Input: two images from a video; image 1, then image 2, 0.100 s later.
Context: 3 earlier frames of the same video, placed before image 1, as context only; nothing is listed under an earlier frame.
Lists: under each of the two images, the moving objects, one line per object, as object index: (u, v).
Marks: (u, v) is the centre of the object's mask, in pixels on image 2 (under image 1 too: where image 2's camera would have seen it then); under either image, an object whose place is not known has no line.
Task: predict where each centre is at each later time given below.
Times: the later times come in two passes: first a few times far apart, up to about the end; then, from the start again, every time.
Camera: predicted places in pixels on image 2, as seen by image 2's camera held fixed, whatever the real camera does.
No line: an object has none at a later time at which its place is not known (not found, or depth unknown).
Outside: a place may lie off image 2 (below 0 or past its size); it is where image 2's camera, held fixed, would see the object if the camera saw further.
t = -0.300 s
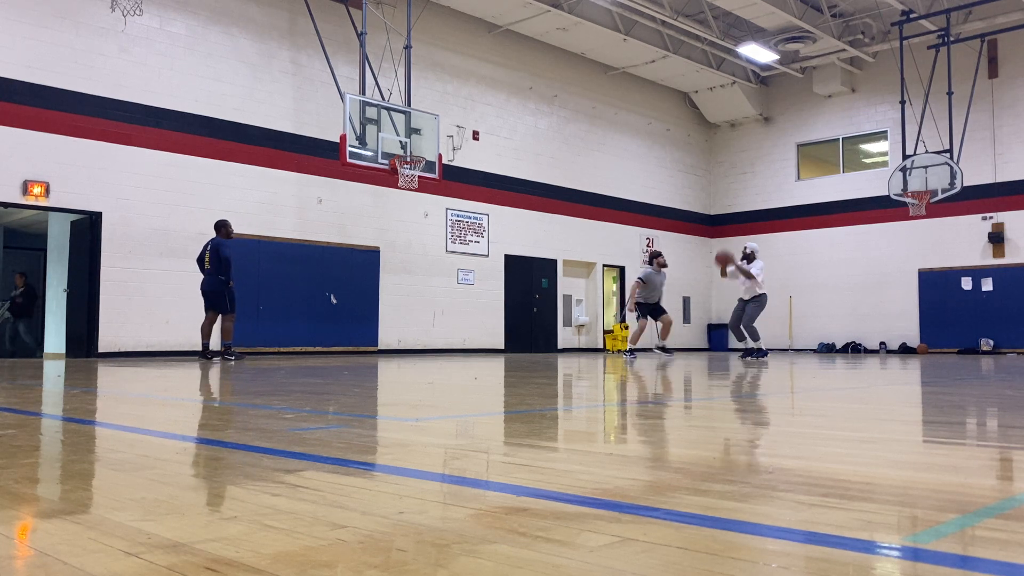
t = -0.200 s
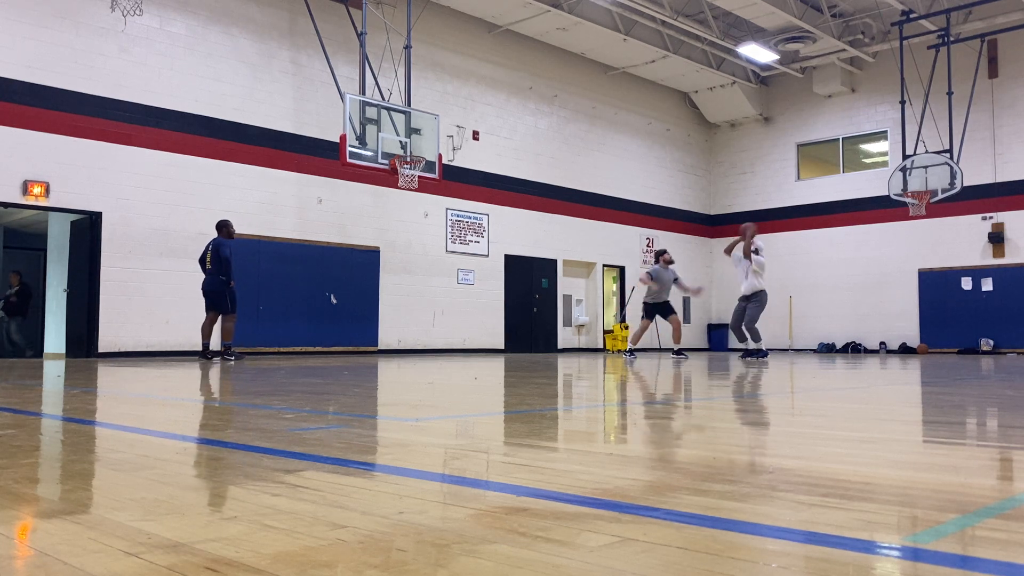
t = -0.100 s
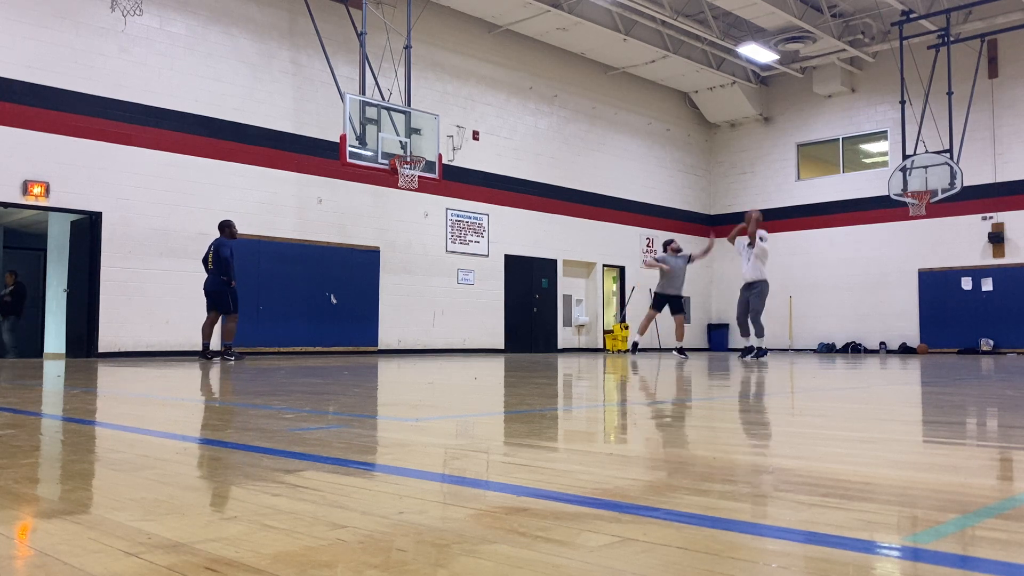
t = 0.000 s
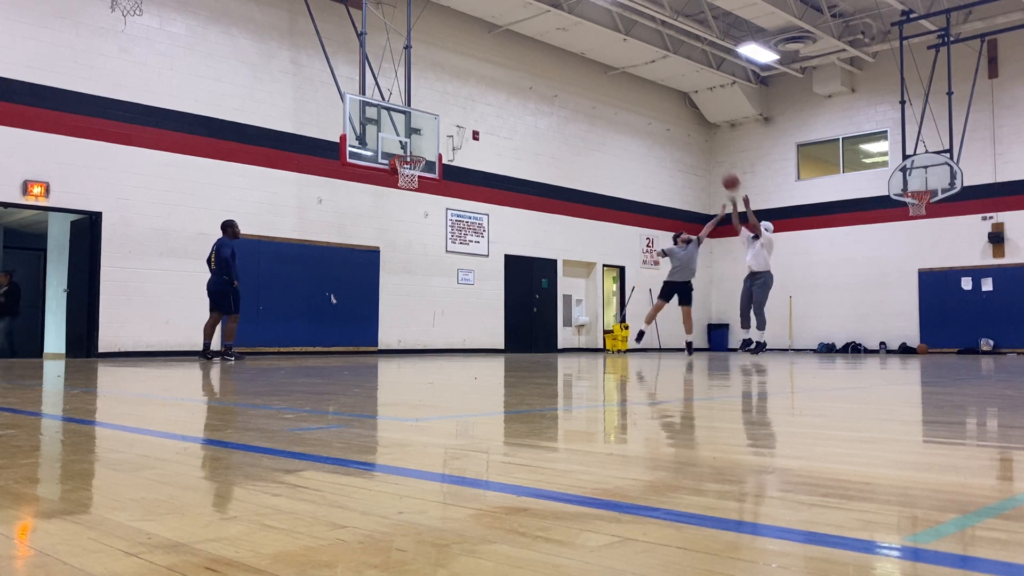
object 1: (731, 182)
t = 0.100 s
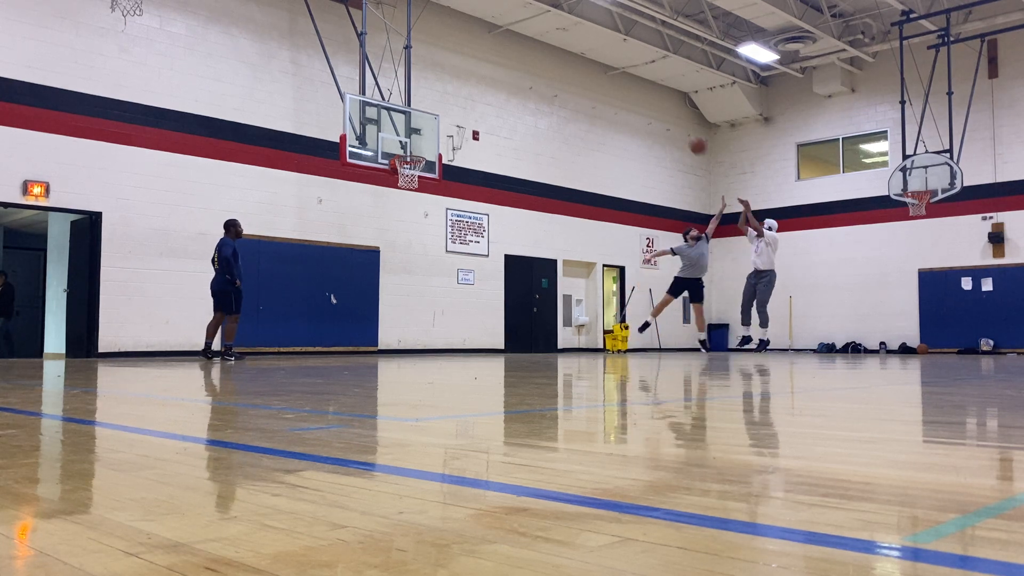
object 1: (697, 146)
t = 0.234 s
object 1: (656, 110)
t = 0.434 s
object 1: (594, 77)
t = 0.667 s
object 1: (526, 74)
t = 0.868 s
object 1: (471, 97)
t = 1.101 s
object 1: (409, 154)
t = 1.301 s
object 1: (388, 109)
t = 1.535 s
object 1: (362, 84)
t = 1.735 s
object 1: (339, 91)
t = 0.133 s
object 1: (687, 136)
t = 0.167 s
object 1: (677, 126)
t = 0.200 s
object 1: (666, 118)
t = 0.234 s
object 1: (656, 110)
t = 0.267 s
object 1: (645, 103)
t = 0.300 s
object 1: (635, 96)
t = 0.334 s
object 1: (625, 90)
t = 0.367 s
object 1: (614, 85)
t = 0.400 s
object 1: (604, 81)
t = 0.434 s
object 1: (594, 77)
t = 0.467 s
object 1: (584, 75)
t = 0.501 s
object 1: (574, 73)
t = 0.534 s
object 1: (565, 72)
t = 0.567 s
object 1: (555, 71)
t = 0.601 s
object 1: (545, 71)
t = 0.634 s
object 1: (536, 73)
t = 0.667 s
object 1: (526, 74)
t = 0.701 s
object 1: (517, 76)
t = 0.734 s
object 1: (508, 79)
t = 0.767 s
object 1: (498, 82)
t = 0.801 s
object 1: (489, 87)
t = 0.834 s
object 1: (480, 92)
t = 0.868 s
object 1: (471, 97)
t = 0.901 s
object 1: (462, 104)
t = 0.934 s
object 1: (453, 111)
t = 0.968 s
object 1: (444, 118)
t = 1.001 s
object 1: (435, 126)
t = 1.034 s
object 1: (426, 135)
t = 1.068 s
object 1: (418, 144)
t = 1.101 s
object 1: (409, 154)
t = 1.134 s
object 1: (405, 147)
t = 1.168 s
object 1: (402, 139)
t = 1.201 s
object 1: (398, 130)
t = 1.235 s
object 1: (395, 123)
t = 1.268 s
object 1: (391, 116)
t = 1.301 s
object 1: (388, 109)
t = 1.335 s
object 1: (384, 104)
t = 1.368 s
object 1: (381, 98)
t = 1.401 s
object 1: (377, 94)
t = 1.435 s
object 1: (374, 91)
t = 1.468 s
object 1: (370, 88)
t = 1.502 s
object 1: (366, 85)
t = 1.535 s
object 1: (362, 84)
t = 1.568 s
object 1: (358, 83)
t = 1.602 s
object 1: (354, 84)
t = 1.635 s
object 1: (350, 84)
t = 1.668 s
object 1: (347, 85)
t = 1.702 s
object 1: (343, 88)
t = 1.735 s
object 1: (339, 91)
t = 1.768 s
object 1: (334, 95)
